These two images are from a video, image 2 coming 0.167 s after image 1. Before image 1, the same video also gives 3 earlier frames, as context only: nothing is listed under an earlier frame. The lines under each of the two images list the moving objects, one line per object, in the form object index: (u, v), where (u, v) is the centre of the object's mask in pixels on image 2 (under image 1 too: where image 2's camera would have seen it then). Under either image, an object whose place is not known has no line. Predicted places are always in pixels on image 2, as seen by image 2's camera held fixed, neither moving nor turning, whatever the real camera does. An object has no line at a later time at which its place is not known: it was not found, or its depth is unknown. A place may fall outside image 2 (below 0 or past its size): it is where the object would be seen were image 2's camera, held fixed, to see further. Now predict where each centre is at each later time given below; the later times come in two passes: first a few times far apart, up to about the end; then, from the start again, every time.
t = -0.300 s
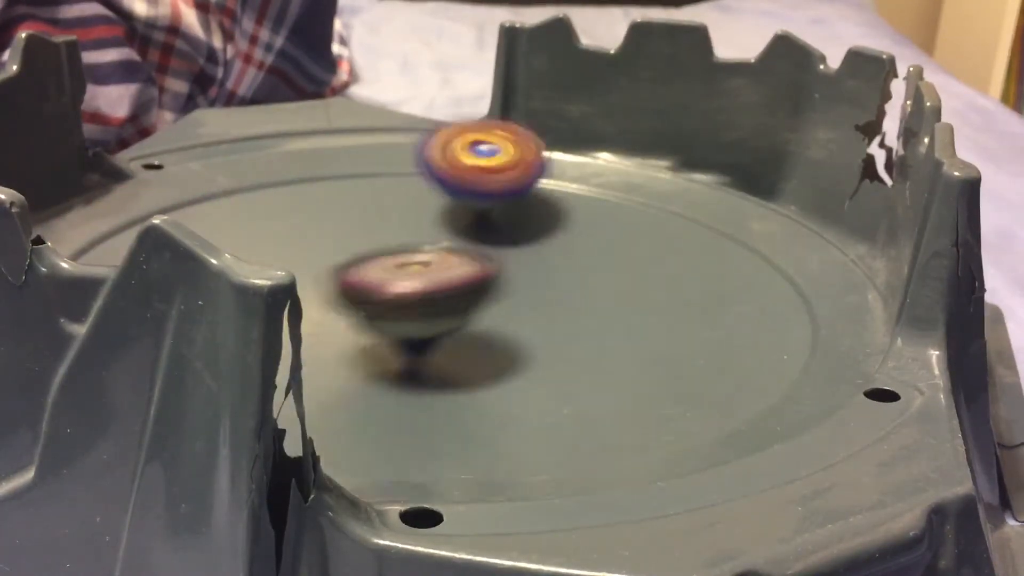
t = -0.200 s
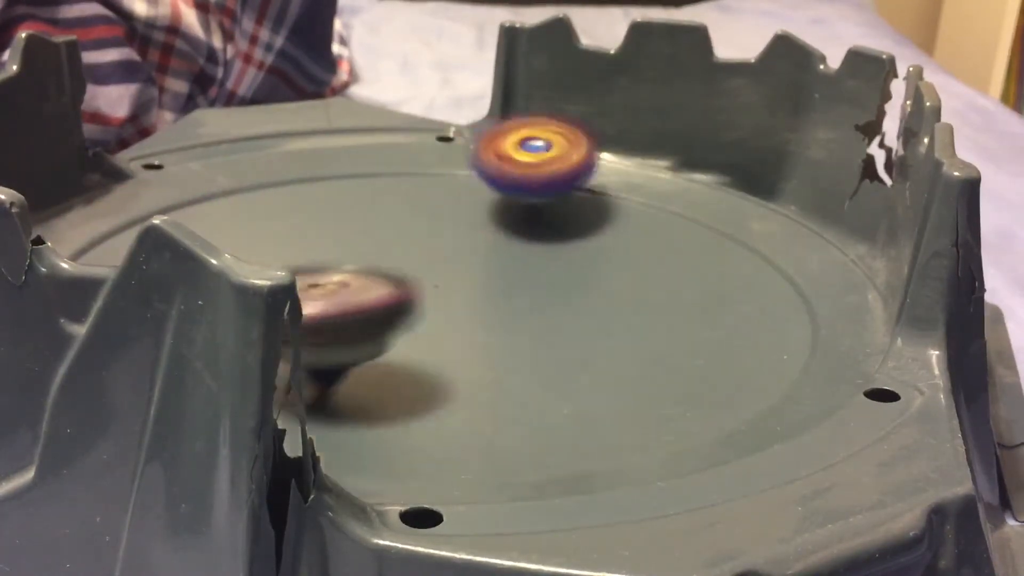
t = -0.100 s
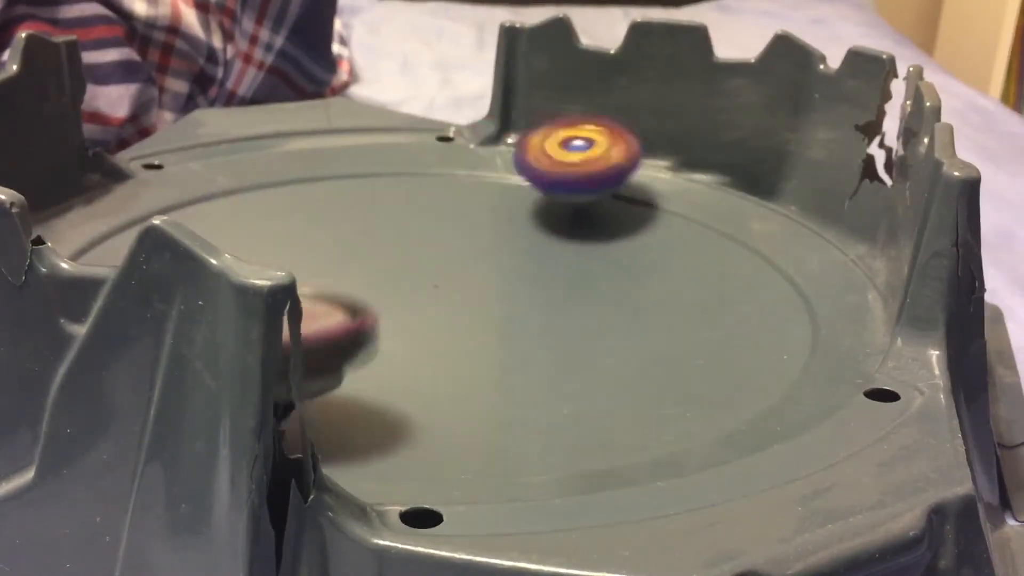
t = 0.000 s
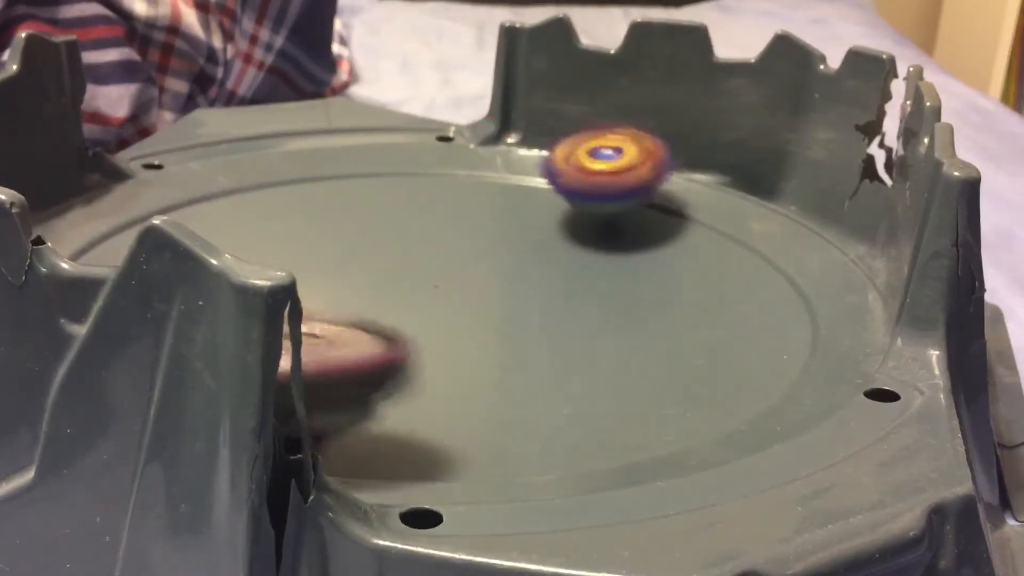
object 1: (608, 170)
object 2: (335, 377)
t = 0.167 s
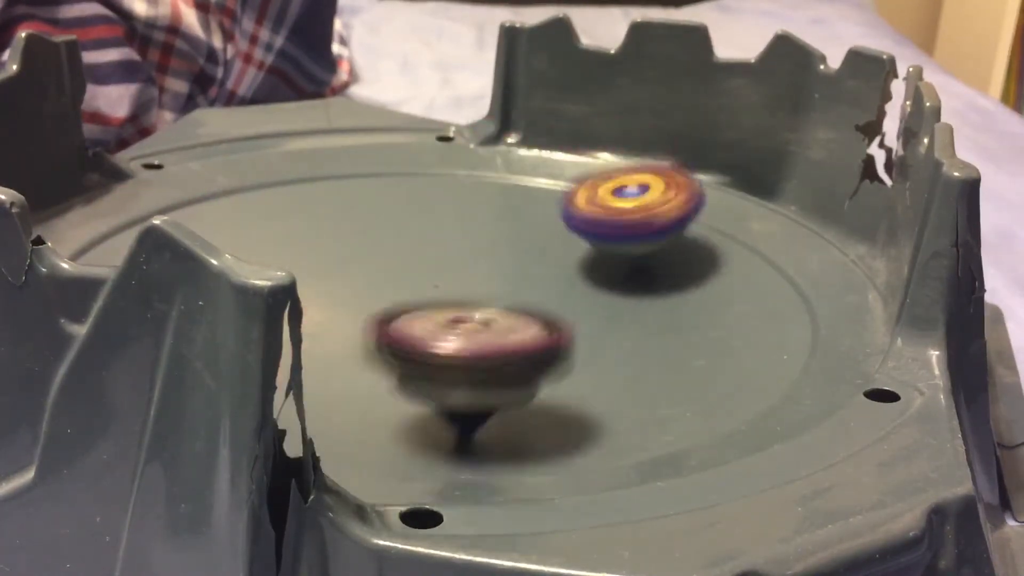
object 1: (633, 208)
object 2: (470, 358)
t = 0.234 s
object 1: (640, 227)
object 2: (478, 329)
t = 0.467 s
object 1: (622, 297)
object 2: (343, 229)
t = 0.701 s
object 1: (541, 340)
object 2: (130, 169)
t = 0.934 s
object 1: (394, 327)
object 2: (164, 215)
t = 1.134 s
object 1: (319, 345)
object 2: (387, 176)
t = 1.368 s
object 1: (328, 362)
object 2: (437, 116)
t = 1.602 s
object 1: (339, 302)
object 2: (428, 165)
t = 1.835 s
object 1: (435, 282)
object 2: (577, 172)
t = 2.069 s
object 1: (515, 294)
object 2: (650, 169)
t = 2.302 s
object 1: (503, 321)
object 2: (644, 220)
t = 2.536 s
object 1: (393, 310)
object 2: (684, 284)
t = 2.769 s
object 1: (392, 266)
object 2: (713, 303)
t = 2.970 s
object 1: (456, 247)
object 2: (547, 312)
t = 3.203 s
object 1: (529, 268)
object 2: (348, 337)
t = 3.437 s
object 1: (503, 300)
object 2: (310, 357)
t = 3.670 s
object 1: (439, 277)
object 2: (315, 294)
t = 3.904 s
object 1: (485, 248)
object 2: (236, 216)
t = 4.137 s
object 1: (544, 260)
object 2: (179, 163)
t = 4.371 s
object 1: (517, 293)
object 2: (248, 177)
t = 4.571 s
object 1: (438, 292)
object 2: (400, 191)
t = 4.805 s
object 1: (426, 260)
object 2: (546, 176)
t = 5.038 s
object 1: (484, 249)
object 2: (599, 163)
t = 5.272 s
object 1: (511, 291)
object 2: (600, 206)
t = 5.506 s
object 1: (430, 309)
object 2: (618, 221)
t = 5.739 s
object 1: (381, 268)
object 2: (561, 268)
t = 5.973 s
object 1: (302, 197)
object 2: (540, 315)
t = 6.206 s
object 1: (253, 184)
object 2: (511, 320)
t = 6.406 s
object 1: (286, 207)
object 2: (416, 296)
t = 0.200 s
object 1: (638, 217)
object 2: (479, 344)
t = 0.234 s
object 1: (640, 227)
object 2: (478, 329)
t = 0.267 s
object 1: (637, 237)
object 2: (471, 314)
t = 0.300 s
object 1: (637, 250)
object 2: (457, 300)
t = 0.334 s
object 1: (639, 260)
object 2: (440, 285)
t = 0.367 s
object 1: (636, 268)
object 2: (418, 271)
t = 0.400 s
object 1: (629, 279)
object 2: (396, 258)
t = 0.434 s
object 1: (623, 289)
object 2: (371, 245)
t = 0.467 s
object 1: (622, 297)
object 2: (343, 229)
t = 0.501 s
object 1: (616, 305)
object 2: (314, 219)
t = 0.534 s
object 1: (603, 314)
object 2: (285, 207)
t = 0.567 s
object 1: (593, 321)
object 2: (255, 196)
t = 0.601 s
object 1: (588, 327)
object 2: (225, 187)
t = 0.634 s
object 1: (574, 334)
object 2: (191, 178)
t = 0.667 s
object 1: (556, 337)
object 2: (159, 171)
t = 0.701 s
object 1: (541, 340)
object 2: (130, 169)
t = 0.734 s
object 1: (527, 341)
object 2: (119, 173)
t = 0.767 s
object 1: (505, 342)
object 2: (116, 183)
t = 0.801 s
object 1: (482, 341)
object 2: (111, 187)
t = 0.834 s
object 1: (466, 339)
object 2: (107, 196)
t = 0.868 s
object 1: (441, 337)
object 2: (107, 205)
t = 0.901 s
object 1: (413, 333)
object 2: (123, 211)
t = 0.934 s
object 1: (394, 327)
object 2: (164, 215)
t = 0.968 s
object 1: (379, 325)
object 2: (209, 221)
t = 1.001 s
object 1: (362, 320)
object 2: (250, 227)
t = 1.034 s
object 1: (350, 316)
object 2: (279, 232)
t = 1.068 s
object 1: (339, 315)
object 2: (319, 220)
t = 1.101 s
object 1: (330, 328)
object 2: (357, 200)
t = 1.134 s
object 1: (319, 345)
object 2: (387, 176)
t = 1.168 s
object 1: (310, 351)
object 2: (410, 152)
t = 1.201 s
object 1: (310, 353)
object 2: (424, 135)
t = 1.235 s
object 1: (307, 351)
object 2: (436, 121)
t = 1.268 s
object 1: (311, 358)
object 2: (444, 117)
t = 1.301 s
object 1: (320, 359)
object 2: (450, 114)
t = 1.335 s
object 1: (320, 362)
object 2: (447, 114)
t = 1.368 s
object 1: (328, 362)
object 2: (437, 116)
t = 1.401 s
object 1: (326, 359)
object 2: (430, 122)
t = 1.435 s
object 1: (339, 349)
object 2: (422, 129)
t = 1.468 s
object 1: (336, 340)
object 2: (415, 139)
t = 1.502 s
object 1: (339, 335)
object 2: (413, 146)
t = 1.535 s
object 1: (332, 318)
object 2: (413, 153)
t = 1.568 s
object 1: (334, 313)
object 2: (419, 159)
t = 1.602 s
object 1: (339, 302)
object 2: (428, 165)
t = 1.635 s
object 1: (346, 300)
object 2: (442, 169)
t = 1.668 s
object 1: (358, 293)
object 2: (461, 172)
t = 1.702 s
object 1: (368, 289)
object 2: (483, 174)
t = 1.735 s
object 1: (389, 287)
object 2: (507, 174)
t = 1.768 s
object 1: (402, 284)
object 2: (531, 173)
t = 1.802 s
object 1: (423, 285)
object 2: (554, 173)
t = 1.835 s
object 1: (435, 282)
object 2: (577, 172)
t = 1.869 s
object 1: (453, 284)
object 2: (598, 170)
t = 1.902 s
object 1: (464, 282)
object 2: (618, 166)
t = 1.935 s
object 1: (478, 286)
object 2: (634, 160)
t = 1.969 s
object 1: (489, 284)
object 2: (648, 160)
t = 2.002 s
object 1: (498, 287)
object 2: (649, 161)
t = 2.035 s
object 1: (511, 289)
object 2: (648, 166)
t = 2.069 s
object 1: (515, 294)
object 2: (650, 169)
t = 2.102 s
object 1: (527, 296)
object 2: (652, 172)
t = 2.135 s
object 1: (526, 302)
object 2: (651, 176)
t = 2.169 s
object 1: (532, 303)
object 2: (650, 182)
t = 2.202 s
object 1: (527, 309)
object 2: (647, 190)
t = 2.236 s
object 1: (524, 313)
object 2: (644, 200)
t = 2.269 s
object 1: (514, 317)
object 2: (644, 210)
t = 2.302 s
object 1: (503, 321)
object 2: (644, 220)
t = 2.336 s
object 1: (486, 322)
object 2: (645, 230)
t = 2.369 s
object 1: (468, 324)
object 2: (647, 241)
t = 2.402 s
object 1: (452, 324)
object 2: (651, 251)
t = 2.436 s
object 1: (432, 321)
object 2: (658, 261)
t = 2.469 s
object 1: (418, 318)
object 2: (665, 269)
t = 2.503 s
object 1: (400, 314)
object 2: (674, 277)
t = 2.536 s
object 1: (393, 310)
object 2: (684, 284)
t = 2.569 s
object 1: (378, 303)
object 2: (696, 291)
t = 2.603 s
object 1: (379, 299)
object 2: (706, 296)
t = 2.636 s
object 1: (372, 290)
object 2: (717, 300)
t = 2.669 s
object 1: (377, 286)
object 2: (727, 302)
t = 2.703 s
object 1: (377, 277)
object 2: (728, 303)
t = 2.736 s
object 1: (387, 275)
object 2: (725, 303)
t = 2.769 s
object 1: (392, 266)
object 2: (713, 303)
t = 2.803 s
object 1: (403, 266)
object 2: (698, 303)
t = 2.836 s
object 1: (413, 260)
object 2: (674, 303)
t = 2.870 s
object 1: (425, 260)
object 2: (645, 304)
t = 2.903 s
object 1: (436, 256)
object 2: (613, 307)
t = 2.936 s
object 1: (446, 256)
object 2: (583, 309)
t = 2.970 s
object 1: (456, 247)
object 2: (547, 312)
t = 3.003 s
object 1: (466, 242)
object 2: (510, 314)
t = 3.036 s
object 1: (488, 239)
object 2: (483, 318)
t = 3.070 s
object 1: (503, 243)
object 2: (442, 321)
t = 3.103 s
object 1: (514, 248)
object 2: (411, 325)
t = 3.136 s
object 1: (516, 259)
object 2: (379, 329)
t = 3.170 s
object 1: (527, 260)
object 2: (361, 333)
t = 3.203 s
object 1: (529, 268)
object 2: (348, 337)
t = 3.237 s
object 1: (538, 269)
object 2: (337, 336)
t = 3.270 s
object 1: (534, 277)
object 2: (330, 337)
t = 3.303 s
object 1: (538, 281)
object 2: (314, 343)
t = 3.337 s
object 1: (528, 288)
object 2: (308, 346)
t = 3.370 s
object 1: (527, 292)
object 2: (303, 352)
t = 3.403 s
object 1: (510, 296)
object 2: (305, 354)
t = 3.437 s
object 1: (503, 300)
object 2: (310, 357)
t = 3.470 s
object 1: (483, 303)
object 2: (316, 356)
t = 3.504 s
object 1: (472, 304)
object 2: (321, 354)
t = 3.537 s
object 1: (451, 304)
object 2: (326, 348)
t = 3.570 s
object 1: (442, 302)
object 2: (337, 335)
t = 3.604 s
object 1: (426, 296)
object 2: (336, 320)
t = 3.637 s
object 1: (439, 284)
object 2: (328, 312)
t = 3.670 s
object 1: (439, 277)
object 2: (315, 294)
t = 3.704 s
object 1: (444, 271)
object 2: (306, 281)
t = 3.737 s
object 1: (449, 266)
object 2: (292, 266)
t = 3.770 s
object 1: (455, 258)
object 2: (278, 253)
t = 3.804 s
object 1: (463, 257)
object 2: (266, 242)
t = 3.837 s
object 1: (470, 252)
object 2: (256, 233)
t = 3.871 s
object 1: (481, 252)
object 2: (245, 224)
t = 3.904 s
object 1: (485, 248)
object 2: (236, 216)
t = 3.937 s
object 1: (497, 247)
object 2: (228, 209)
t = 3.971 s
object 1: (501, 247)
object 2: (218, 200)
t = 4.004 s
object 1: (513, 245)
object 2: (209, 191)
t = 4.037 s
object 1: (521, 249)
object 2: (203, 183)
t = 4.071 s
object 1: (532, 250)
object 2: (195, 176)
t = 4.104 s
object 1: (539, 254)
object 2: (186, 168)
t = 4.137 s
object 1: (544, 260)
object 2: (179, 163)
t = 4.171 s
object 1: (551, 265)
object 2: (178, 157)
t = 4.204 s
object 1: (548, 270)
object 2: (183, 160)
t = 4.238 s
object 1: (552, 275)
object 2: (188, 161)
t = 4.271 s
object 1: (542, 281)
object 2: (198, 165)
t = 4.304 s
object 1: (540, 284)
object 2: (210, 169)
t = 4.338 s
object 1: (529, 289)
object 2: (226, 175)
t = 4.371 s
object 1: (517, 293)
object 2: (248, 177)
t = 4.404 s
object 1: (507, 296)
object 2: (273, 182)
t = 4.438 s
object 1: (489, 297)
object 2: (298, 185)
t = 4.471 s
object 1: (481, 299)
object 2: (324, 188)
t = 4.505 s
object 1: (460, 297)
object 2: (349, 190)
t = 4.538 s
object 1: (451, 296)
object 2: (375, 191)
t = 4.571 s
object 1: (438, 292)
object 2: (400, 191)
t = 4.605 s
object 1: (430, 289)
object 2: (423, 190)
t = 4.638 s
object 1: (424, 284)
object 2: (447, 190)
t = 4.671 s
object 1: (418, 278)
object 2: (468, 186)
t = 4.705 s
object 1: (421, 275)
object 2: (489, 184)
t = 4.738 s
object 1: (418, 268)
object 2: (509, 181)
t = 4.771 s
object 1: (424, 266)
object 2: (529, 179)
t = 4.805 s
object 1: (426, 260)
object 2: (546, 176)
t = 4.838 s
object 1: (435, 256)
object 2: (563, 173)
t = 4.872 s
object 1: (440, 255)
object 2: (578, 169)
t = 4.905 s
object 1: (448, 250)
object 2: (589, 164)
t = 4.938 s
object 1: (458, 252)
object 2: (598, 162)
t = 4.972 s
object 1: (465, 248)
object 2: (601, 160)
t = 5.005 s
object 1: (479, 248)
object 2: (602, 160)
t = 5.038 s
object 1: (484, 249)
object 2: (599, 163)
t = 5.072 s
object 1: (498, 249)
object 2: (596, 164)
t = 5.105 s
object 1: (504, 253)
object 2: (592, 171)
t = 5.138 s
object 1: (513, 254)
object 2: (589, 178)
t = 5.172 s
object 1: (521, 260)
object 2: (587, 185)
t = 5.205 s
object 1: (524, 263)
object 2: (587, 192)
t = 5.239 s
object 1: (524, 272)
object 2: (592, 199)
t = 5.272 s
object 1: (511, 291)
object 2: (600, 206)
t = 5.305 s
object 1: (501, 301)
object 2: (607, 208)
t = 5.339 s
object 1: (481, 311)
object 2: (617, 209)
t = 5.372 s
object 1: (467, 311)
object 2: (622, 210)
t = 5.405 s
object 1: (454, 310)
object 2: (625, 212)
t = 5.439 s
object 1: (442, 311)
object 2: (624, 214)
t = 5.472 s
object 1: (441, 311)
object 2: (622, 217)
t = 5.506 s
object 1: (430, 309)
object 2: (618, 221)
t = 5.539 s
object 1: (428, 310)
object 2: (610, 226)
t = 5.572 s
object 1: (418, 306)
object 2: (603, 231)
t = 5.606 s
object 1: (411, 301)
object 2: (593, 237)
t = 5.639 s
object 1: (406, 296)
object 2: (585, 244)
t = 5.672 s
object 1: (395, 286)
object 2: (576, 251)
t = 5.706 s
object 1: (389, 278)
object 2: (568, 260)
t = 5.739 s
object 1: (381, 268)
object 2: (561, 268)
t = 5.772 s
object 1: (369, 257)
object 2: (553, 276)
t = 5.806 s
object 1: (360, 245)
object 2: (549, 283)
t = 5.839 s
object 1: (352, 235)
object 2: (545, 291)
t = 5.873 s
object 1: (337, 224)
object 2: (543, 298)
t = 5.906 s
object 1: (324, 213)
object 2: (542, 304)
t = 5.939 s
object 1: (311, 204)
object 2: (541, 310)
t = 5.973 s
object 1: (302, 197)
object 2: (540, 315)
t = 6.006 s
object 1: (292, 191)
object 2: (539, 319)
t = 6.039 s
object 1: (278, 186)
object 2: (537, 322)
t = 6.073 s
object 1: (265, 183)
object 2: (537, 324)
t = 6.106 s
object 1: (259, 181)
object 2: (534, 324)
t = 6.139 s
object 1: (252, 180)
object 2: (527, 324)
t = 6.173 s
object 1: (251, 182)
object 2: (520, 322)
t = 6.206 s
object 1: (253, 184)
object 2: (511, 320)
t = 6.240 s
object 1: (255, 187)
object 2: (500, 317)
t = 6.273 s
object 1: (260, 191)
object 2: (487, 313)
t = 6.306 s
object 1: (265, 196)
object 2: (471, 309)
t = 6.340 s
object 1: (274, 200)
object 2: (453, 305)
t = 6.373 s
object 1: (282, 205)
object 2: (436, 300)
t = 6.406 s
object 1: (286, 207)
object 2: (416, 296)
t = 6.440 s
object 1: (287, 209)
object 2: (396, 292)
